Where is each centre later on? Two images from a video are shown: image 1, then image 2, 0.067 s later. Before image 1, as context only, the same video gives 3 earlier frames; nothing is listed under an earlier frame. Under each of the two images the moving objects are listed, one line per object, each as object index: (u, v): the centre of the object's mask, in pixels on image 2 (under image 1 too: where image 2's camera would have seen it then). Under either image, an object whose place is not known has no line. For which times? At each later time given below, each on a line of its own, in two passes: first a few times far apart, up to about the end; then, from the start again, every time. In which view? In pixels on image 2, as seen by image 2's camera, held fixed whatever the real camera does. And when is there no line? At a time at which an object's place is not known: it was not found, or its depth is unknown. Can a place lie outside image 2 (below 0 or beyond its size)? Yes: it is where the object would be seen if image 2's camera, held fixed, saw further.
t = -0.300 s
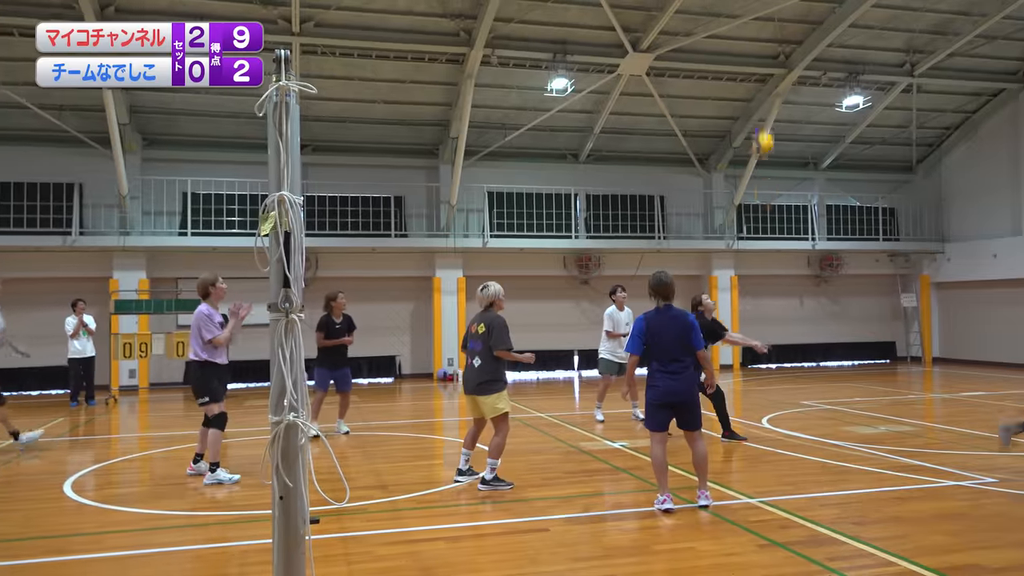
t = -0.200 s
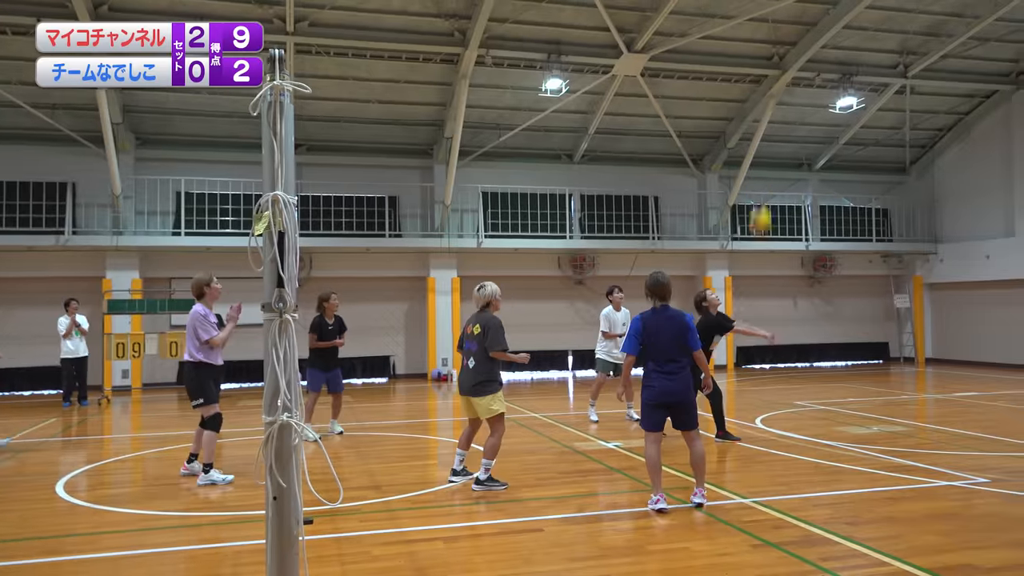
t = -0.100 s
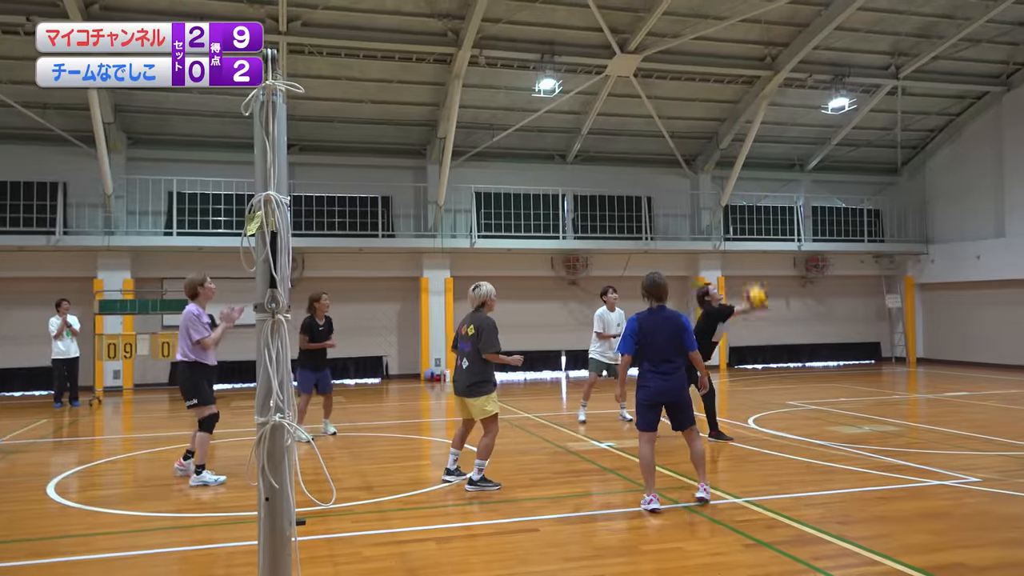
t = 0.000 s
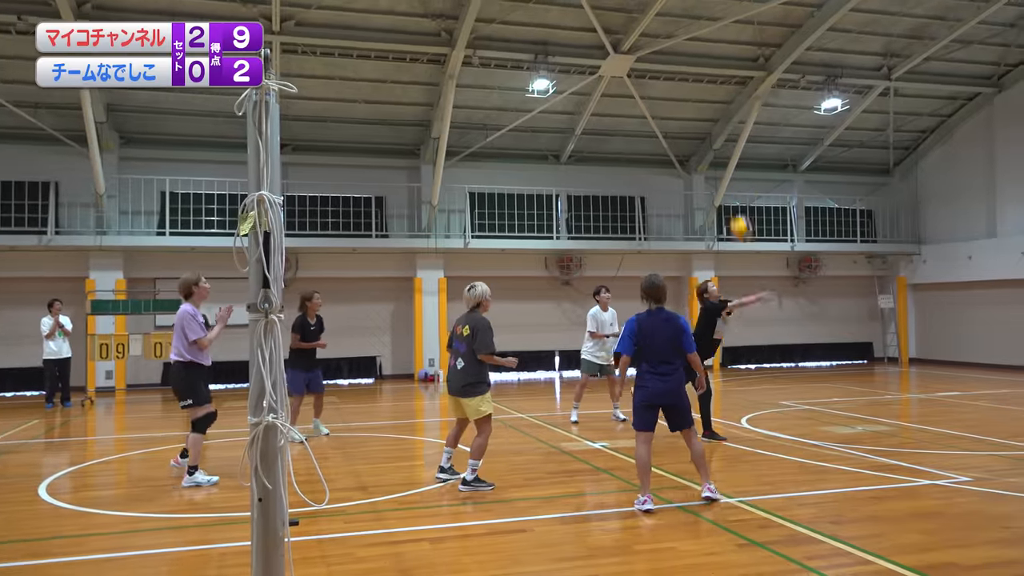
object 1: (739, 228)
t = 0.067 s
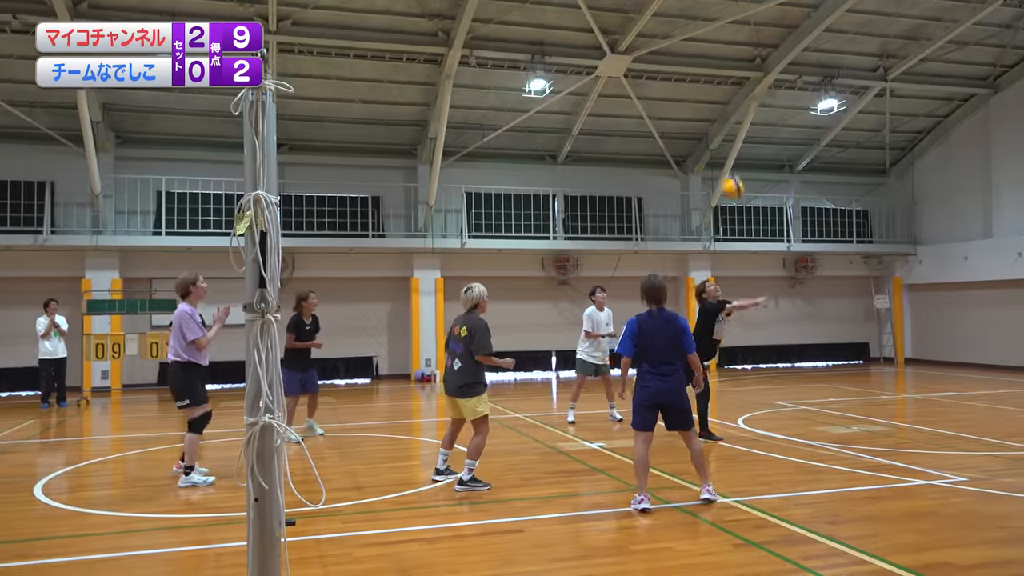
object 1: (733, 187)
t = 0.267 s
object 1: (720, 91)
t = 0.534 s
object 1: (703, 22)
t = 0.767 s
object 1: (690, 21)
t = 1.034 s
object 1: (677, 92)
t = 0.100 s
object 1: (730, 167)
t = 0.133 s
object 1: (727, 153)
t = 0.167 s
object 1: (725, 134)
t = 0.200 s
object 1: (723, 119)
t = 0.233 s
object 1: (721, 105)
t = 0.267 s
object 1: (720, 91)
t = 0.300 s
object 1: (717, 78)
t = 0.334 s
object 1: (715, 68)
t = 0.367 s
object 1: (713, 57)
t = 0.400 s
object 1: (711, 48)
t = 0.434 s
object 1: (708, 40)
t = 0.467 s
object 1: (707, 32)
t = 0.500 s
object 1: (705, 26)
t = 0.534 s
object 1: (703, 22)
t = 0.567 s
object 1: (701, 18)
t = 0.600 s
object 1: (698, 15)
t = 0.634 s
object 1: (697, 15)
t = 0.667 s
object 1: (695, 15)
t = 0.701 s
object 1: (693, 16)
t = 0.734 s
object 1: (692, 17)
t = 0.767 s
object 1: (690, 21)
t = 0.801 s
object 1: (689, 25)
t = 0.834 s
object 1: (687, 31)
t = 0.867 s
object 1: (685, 38)
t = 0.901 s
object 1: (684, 47)
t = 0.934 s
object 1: (681, 56)
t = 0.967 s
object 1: (680, 67)
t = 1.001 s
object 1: (679, 79)
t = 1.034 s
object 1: (677, 92)
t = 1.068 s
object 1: (676, 107)
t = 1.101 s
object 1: (674, 124)
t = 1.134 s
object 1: (672, 141)
